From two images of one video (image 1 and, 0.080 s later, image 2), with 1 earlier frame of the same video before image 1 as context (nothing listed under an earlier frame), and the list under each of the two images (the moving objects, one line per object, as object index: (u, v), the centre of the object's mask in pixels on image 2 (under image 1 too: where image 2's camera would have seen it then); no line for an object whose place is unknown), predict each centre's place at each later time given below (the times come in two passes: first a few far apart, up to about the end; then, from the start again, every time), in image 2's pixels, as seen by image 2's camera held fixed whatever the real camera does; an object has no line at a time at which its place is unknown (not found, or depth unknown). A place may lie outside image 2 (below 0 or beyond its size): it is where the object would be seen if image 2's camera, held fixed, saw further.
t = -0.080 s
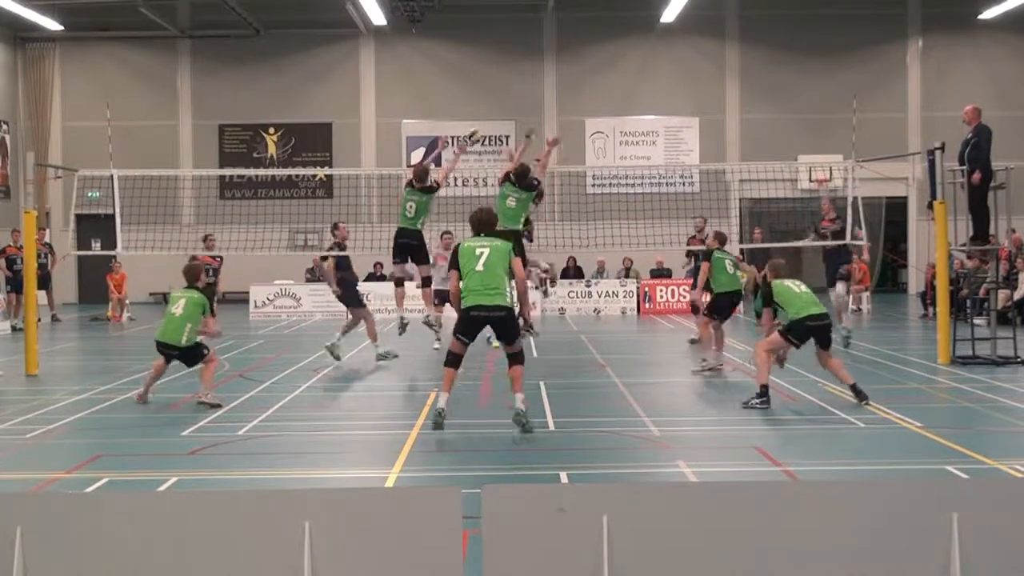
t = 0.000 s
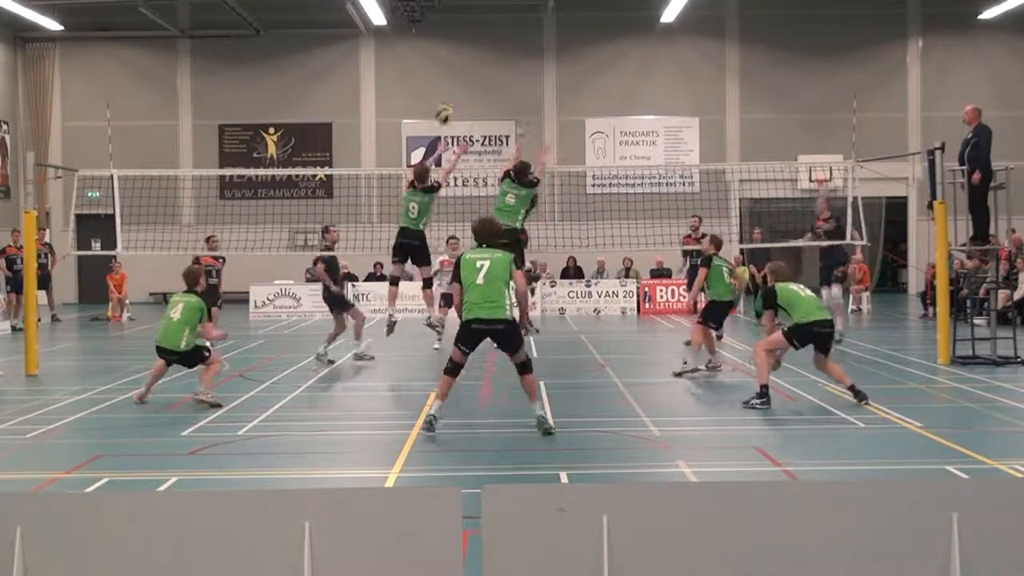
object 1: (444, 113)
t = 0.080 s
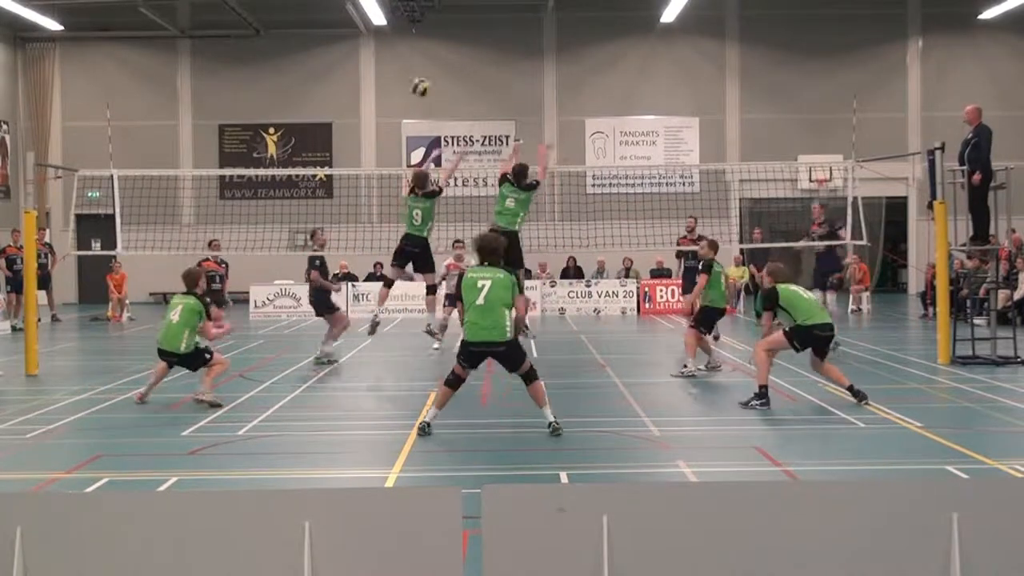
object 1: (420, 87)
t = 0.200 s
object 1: (384, 56)
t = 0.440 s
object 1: (296, 34)
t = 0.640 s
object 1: (212, 73)
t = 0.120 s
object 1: (409, 75)
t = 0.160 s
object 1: (396, 65)
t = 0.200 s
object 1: (384, 56)
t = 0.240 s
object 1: (369, 48)
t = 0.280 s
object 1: (357, 41)
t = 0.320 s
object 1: (342, 36)
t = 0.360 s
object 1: (327, 33)
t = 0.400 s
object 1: (312, 33)
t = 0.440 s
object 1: (296, 34)
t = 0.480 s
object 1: (281, 37)
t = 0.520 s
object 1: (265, 43)
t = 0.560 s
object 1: (247, 49)
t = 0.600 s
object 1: (230, 60)
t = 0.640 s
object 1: (212, 73)
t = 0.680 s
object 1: (193, 88)
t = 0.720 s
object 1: (175, 107)
